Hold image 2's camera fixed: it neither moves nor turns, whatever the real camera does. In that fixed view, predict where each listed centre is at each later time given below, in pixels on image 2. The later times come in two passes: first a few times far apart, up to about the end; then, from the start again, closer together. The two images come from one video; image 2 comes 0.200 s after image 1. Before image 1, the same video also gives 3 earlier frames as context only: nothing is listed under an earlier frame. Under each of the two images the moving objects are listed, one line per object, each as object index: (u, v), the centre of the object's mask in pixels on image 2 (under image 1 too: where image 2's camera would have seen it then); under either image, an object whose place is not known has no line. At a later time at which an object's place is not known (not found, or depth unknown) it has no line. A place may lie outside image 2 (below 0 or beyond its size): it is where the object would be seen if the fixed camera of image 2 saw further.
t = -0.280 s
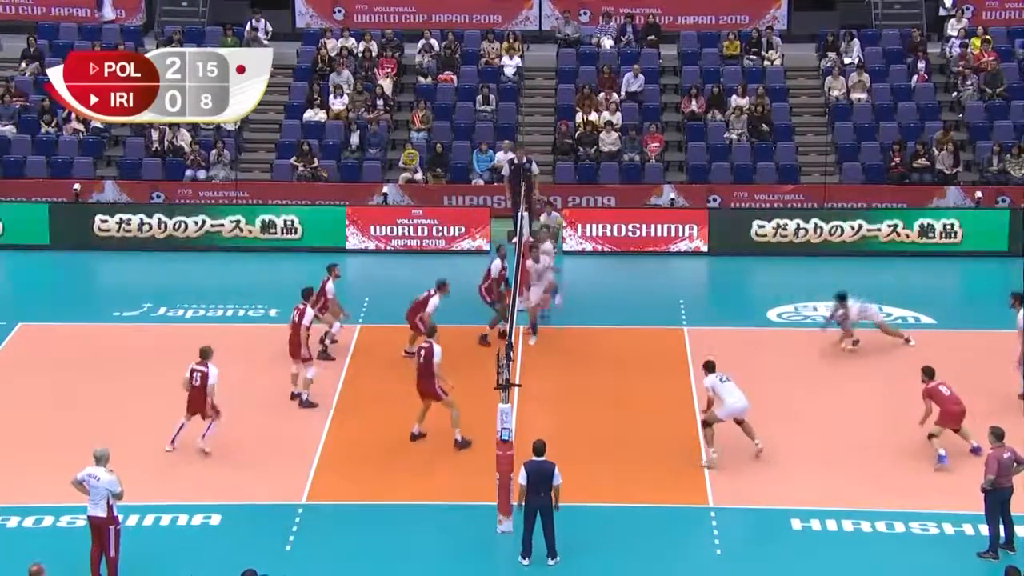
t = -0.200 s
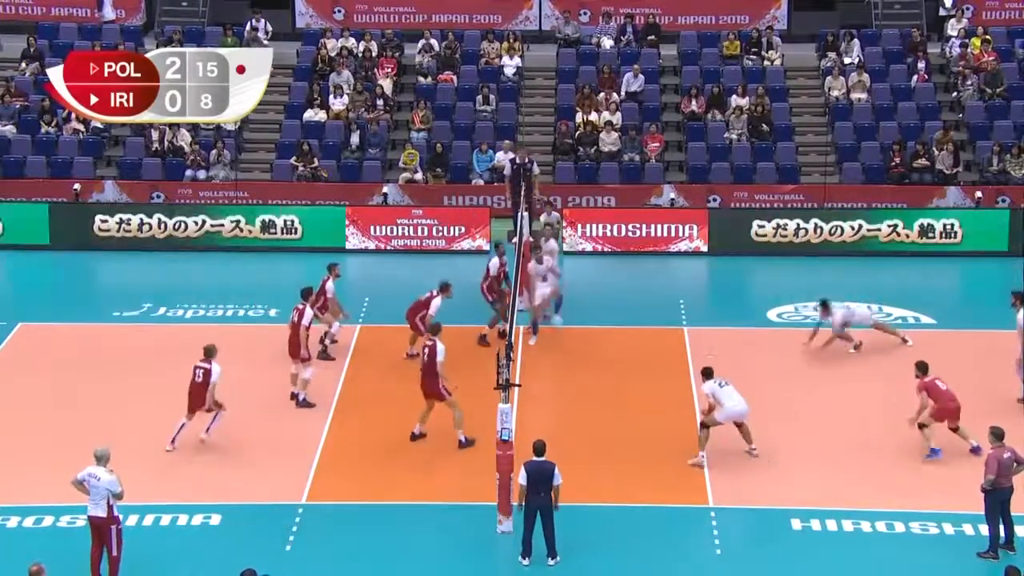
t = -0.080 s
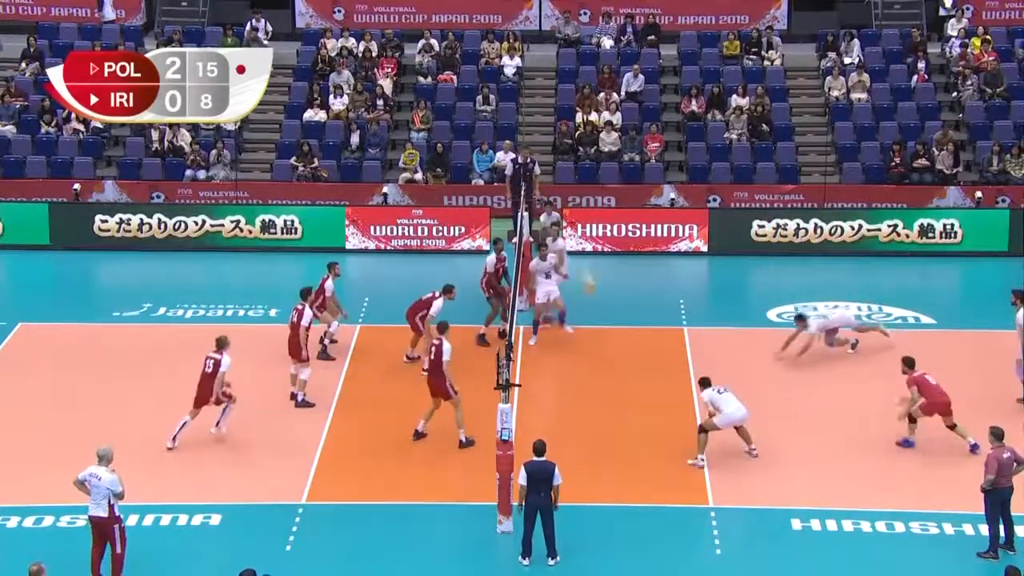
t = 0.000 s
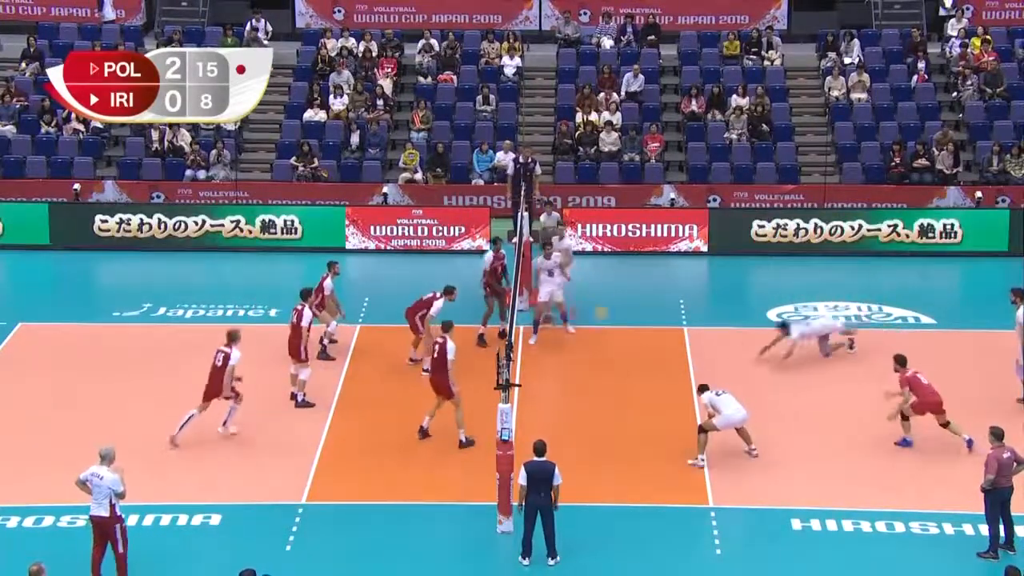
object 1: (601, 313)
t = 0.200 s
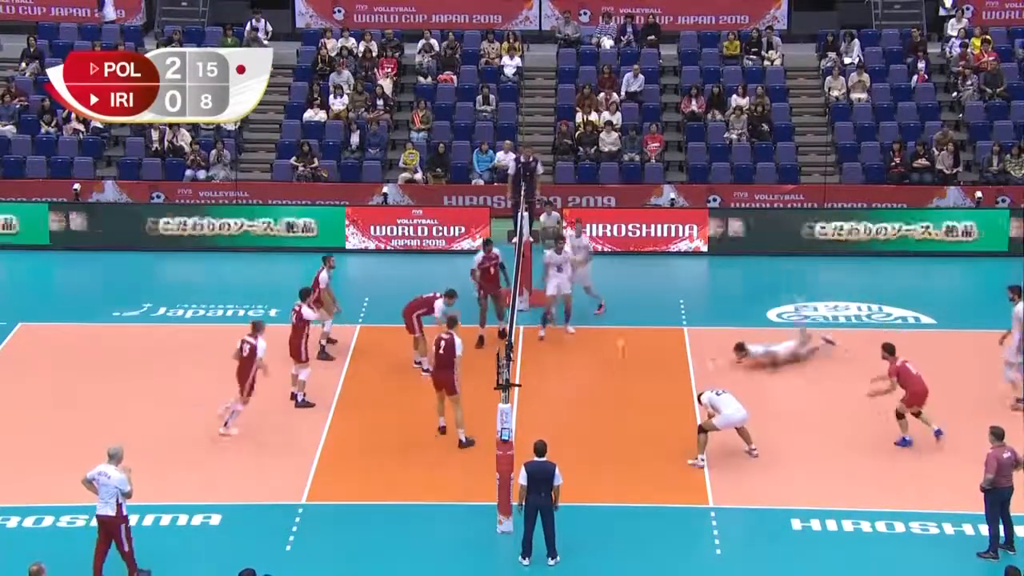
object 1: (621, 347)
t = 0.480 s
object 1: (640, 294)
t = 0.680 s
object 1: (652, 285)
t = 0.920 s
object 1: (670, 300)
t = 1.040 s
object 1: (676, 314)
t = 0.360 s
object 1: (633, 312)
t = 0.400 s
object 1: (633, 305)
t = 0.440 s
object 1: (636, 300)
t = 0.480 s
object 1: (640, 294)
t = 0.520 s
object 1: (643, 291)
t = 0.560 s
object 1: (646, 288)
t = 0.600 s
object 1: (647, 286)
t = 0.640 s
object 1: (648, 286)
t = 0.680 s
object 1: (652, 285)
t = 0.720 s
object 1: (654, 285)
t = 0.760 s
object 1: (657, 285)
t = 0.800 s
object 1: (660, 287)
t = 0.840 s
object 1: (664, 288)
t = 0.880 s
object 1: (666, 292)
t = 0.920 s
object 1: (670, 300)
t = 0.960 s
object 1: (671, 303)
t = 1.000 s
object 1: (673, 308)
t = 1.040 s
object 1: (676, 314)
